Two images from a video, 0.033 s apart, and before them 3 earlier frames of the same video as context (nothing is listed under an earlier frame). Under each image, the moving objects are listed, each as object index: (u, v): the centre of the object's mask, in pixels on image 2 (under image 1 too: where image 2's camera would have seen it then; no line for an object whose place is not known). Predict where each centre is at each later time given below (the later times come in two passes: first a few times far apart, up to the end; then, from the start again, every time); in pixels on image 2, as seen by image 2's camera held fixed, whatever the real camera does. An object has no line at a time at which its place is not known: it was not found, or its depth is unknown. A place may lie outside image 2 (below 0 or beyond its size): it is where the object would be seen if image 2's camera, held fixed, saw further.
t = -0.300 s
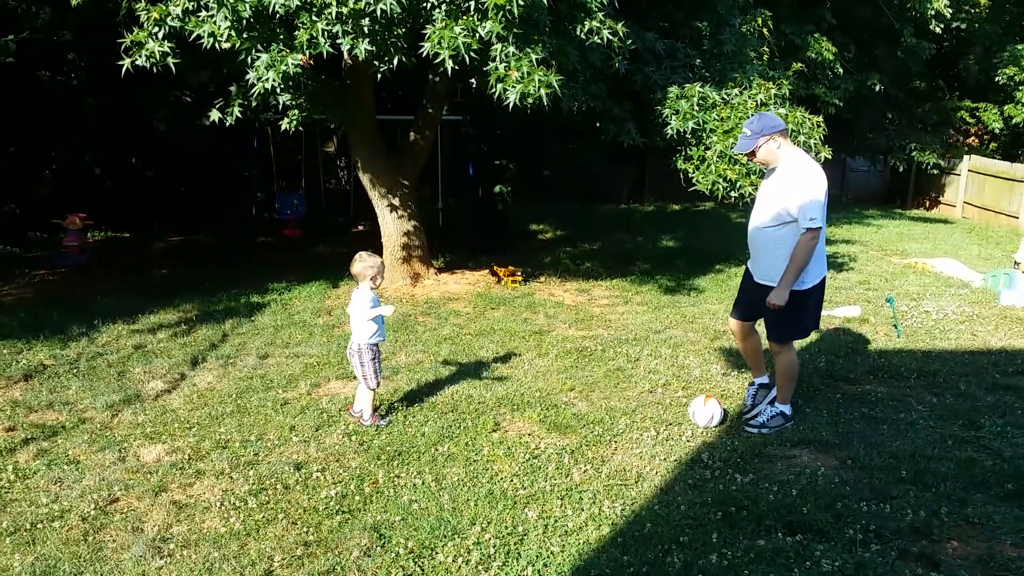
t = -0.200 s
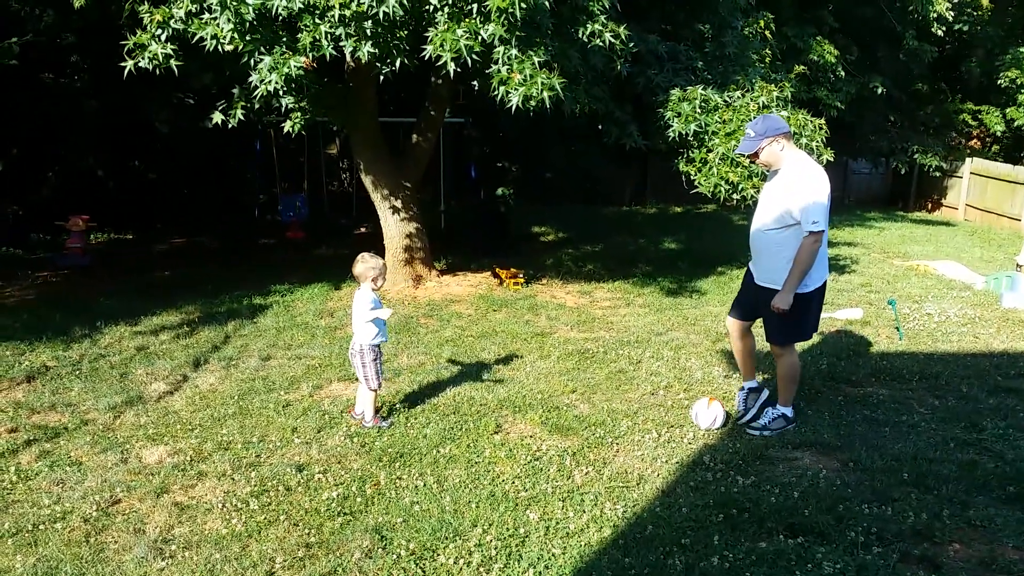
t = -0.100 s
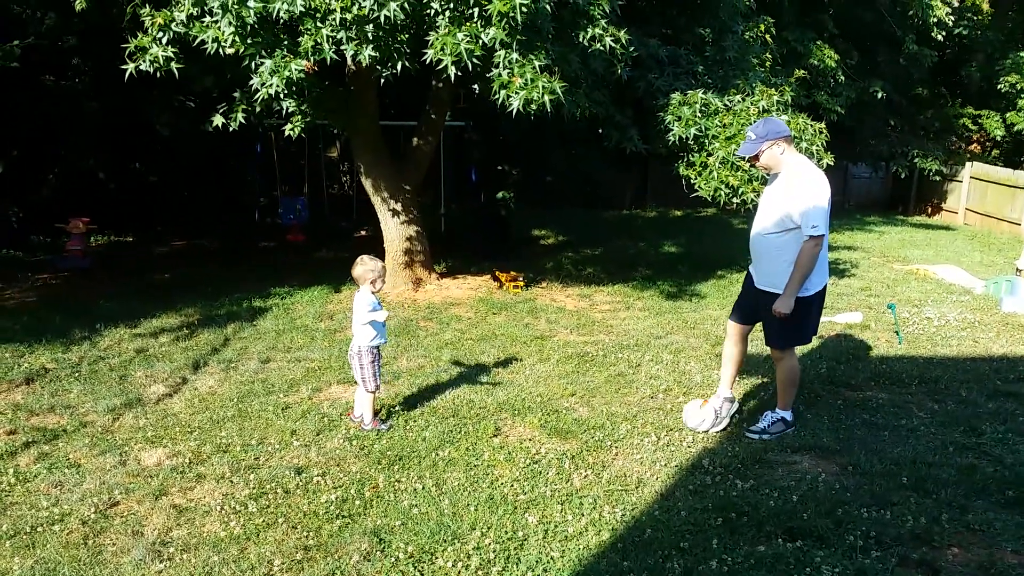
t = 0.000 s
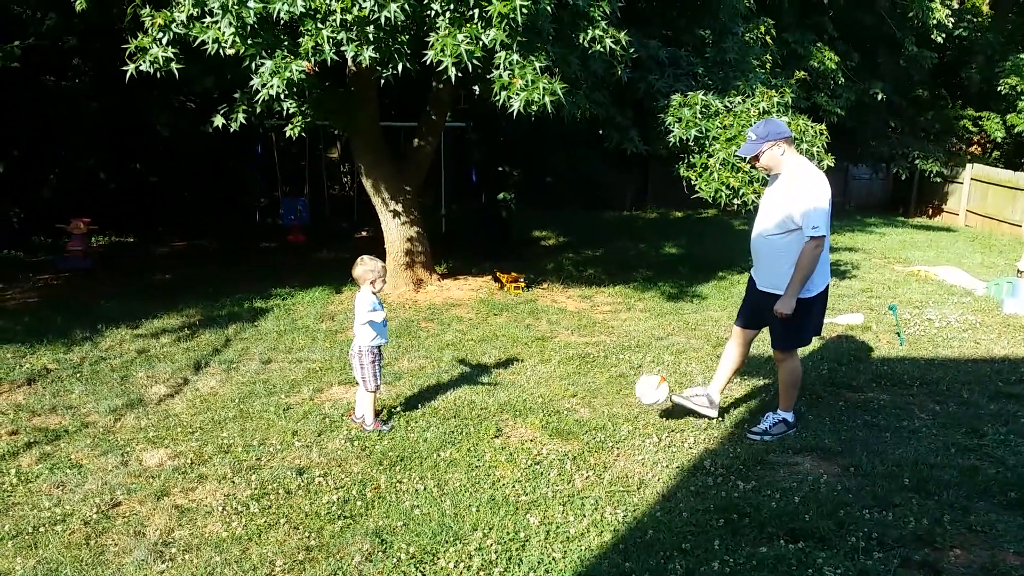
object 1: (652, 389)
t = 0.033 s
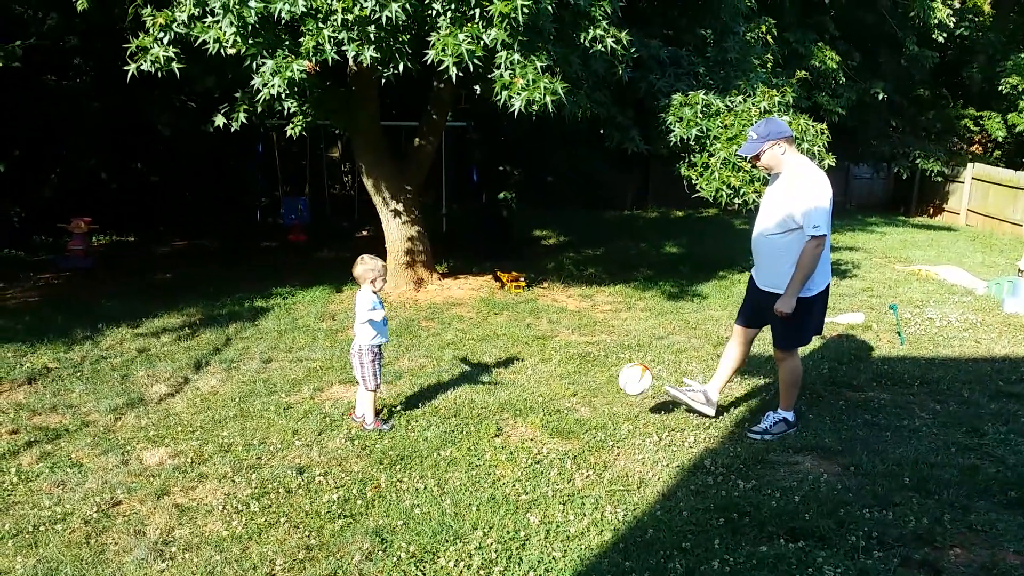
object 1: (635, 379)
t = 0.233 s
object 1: (530, 359)
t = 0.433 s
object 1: (427, 405)
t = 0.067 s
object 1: (618, 371)
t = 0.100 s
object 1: (600, 365)
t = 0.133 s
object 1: (582, 360)
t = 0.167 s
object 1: (565, 358)
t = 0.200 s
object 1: (547, 357)
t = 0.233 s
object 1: (530, 359)
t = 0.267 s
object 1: (512, 362)
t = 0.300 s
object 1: (494, 367)
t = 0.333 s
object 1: (477, 373)
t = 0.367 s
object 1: (460, 382)
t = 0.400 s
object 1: (443, 393)
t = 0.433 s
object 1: (427, 405)
